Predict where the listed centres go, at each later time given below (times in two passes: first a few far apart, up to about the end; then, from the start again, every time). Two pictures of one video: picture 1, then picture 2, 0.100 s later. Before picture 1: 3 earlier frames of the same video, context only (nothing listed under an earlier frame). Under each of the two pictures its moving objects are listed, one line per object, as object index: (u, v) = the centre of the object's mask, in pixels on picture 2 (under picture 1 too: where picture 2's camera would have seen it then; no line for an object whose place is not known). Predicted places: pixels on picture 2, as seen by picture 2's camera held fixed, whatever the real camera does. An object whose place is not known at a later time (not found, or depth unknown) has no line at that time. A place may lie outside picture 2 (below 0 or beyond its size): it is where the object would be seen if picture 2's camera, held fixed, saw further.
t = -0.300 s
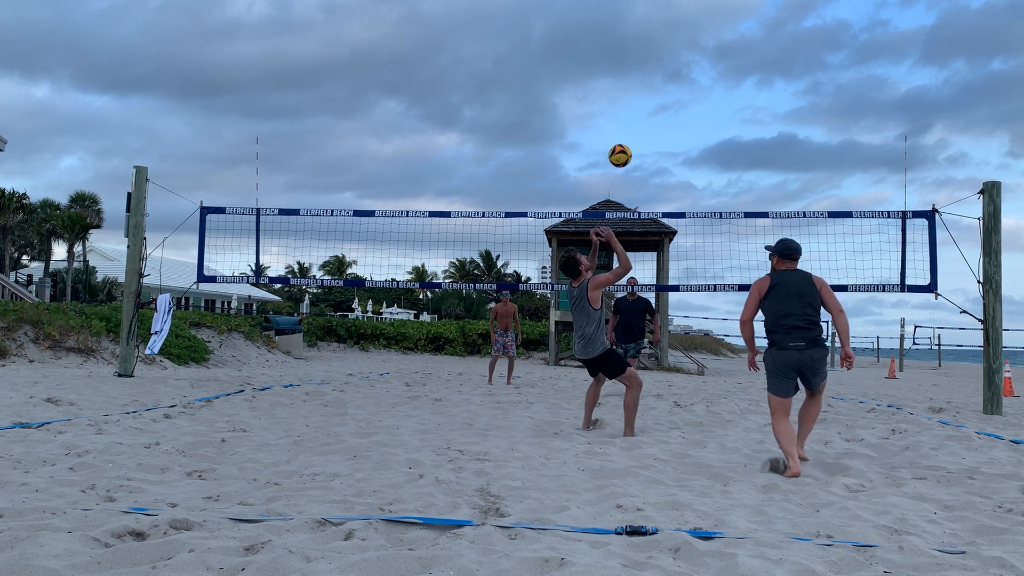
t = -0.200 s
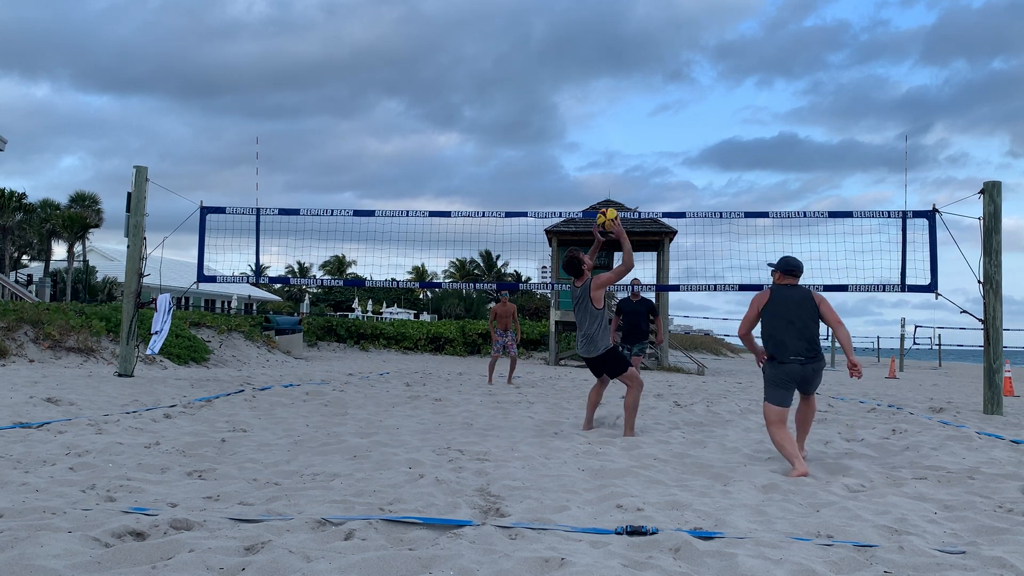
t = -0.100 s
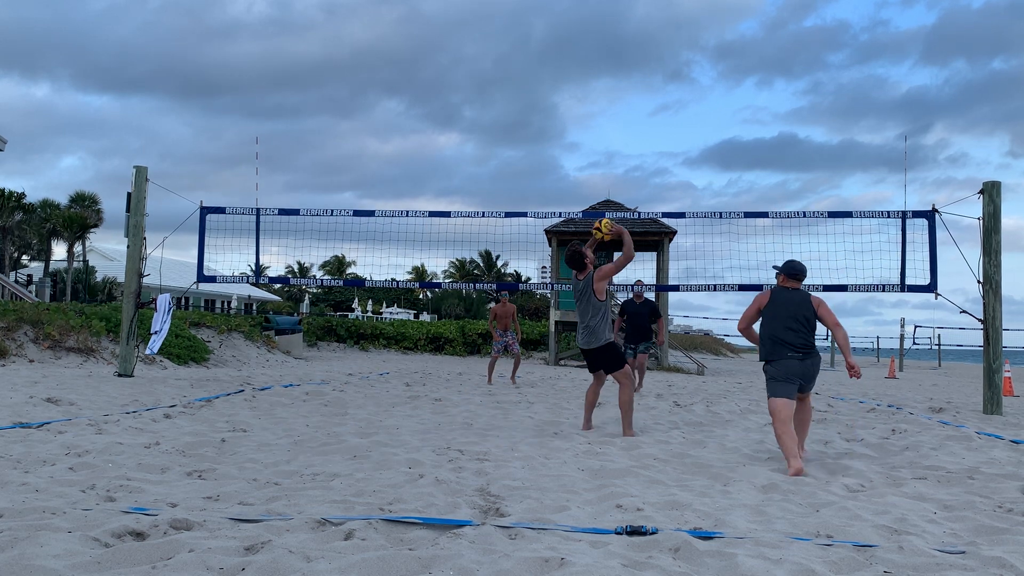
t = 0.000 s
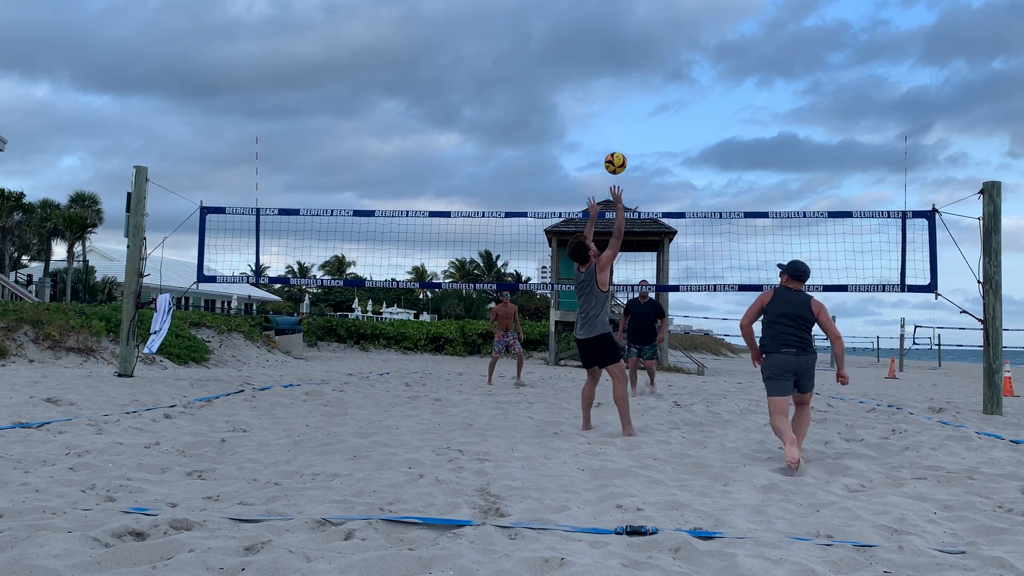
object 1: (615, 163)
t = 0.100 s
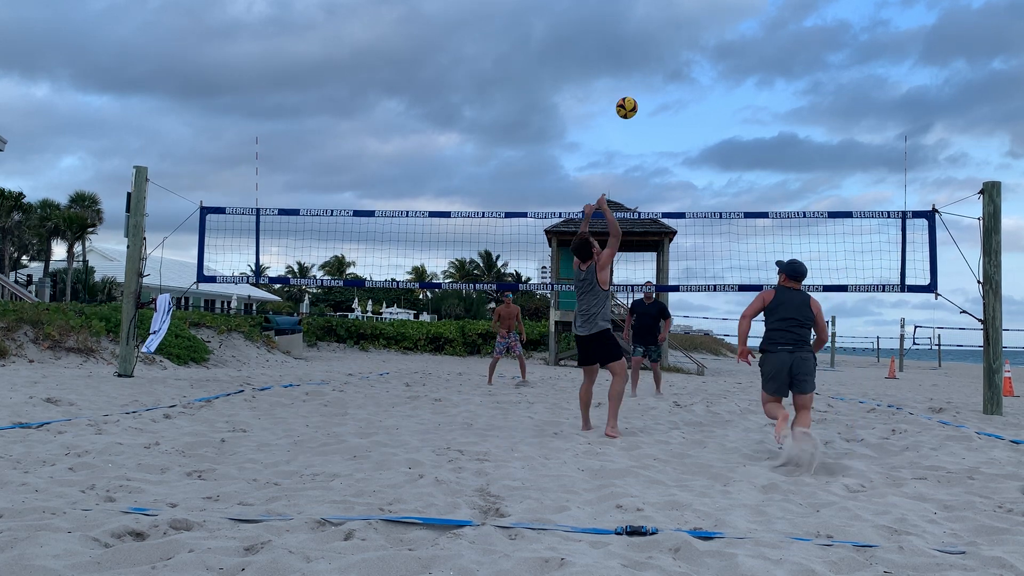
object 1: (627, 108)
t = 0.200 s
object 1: (637, 65)
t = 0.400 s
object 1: (654, 15)
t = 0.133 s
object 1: (630, 92)
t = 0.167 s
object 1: (633, 78)
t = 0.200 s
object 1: (637, 65)
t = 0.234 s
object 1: (640, 54)
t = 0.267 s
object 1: (643, 44)
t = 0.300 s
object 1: (646, 35)
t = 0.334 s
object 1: (649, 27)
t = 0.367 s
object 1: (651, 21)
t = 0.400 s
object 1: (654, 15)
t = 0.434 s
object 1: (656, 11)
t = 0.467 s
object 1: (659, 9)
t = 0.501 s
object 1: (661, 8)
